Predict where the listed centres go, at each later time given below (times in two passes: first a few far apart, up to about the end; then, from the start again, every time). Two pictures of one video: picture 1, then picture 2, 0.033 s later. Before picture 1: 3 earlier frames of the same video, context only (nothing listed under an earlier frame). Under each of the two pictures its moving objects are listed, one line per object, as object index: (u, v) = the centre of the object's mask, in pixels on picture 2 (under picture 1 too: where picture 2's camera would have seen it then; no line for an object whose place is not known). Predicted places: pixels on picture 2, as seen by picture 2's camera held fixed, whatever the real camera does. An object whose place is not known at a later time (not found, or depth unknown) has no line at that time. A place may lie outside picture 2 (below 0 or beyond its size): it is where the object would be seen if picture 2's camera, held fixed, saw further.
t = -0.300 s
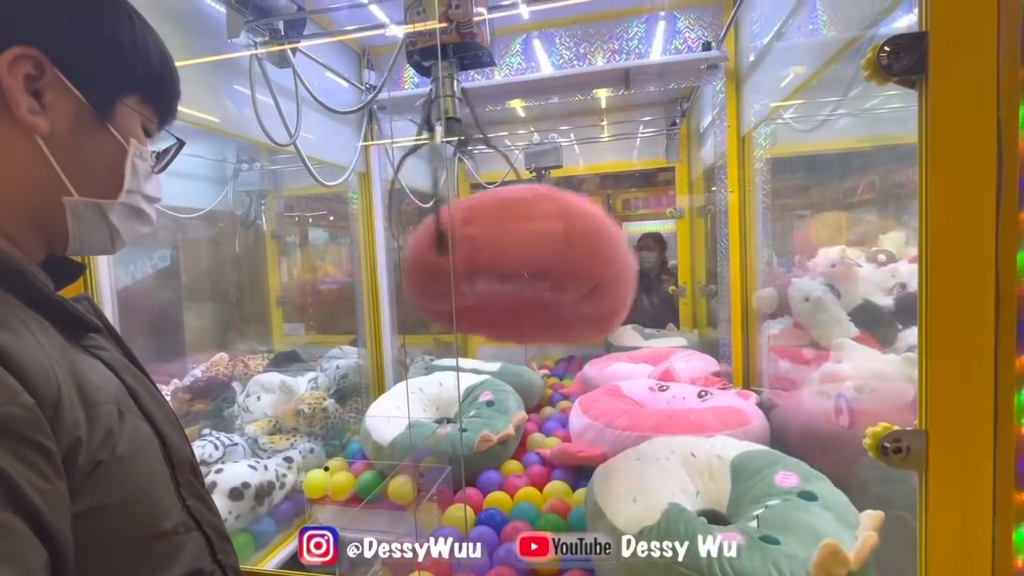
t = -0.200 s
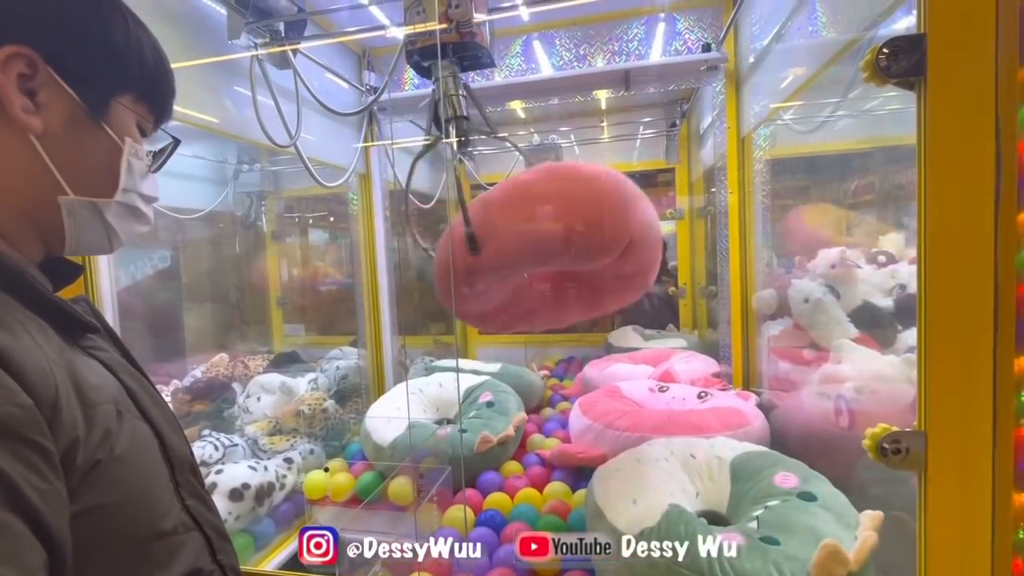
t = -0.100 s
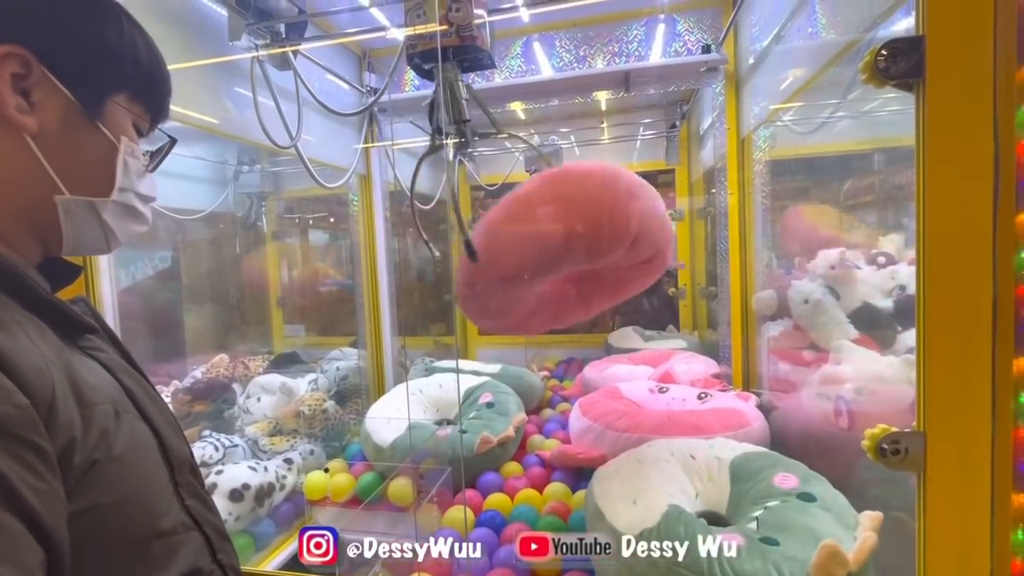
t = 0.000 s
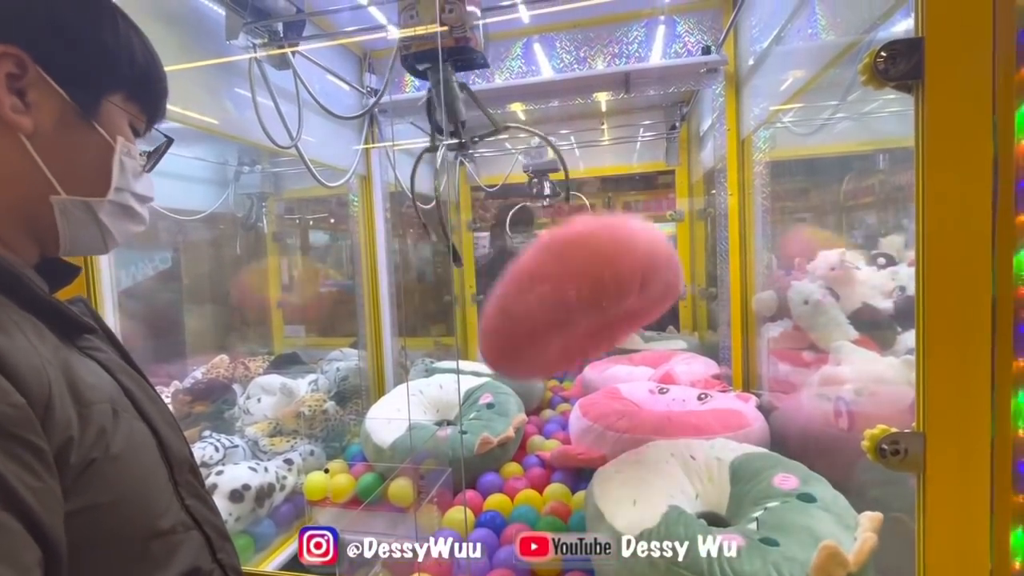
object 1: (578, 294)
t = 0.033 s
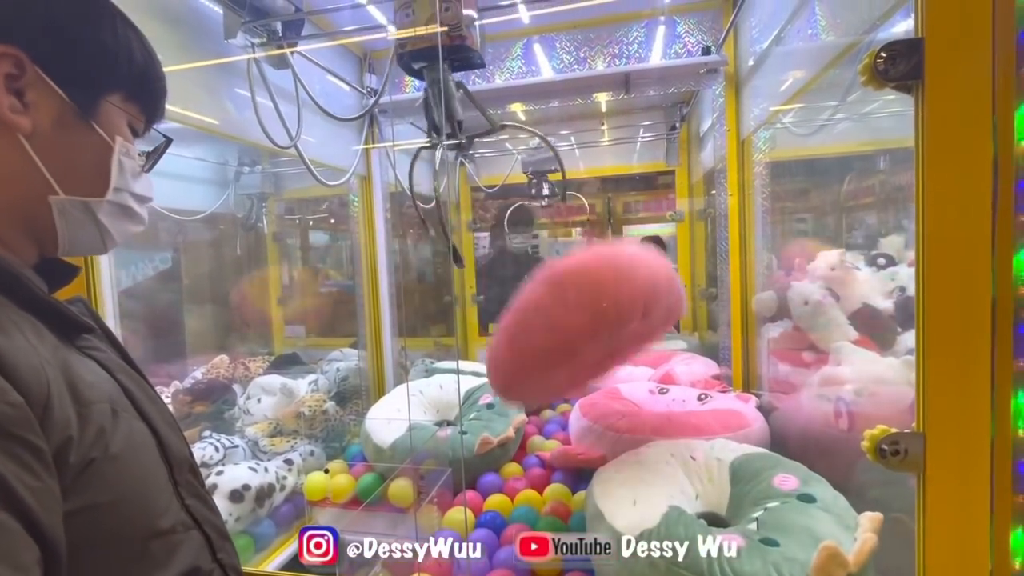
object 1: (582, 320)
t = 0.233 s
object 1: (602, 429)
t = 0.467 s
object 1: (600, 438)
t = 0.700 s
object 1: (596, 434)
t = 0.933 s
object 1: (594, 435)
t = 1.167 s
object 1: (594, 435)
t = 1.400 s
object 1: (593, 435)
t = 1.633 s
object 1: (594, 435)
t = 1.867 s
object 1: (594, 435)
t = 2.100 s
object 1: (594, 435)
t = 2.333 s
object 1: (594, 435)
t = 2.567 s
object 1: (594, 434)
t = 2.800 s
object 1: (594, 434)
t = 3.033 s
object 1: (594, 434)
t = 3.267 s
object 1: (594, 434)
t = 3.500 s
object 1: (594, 434)
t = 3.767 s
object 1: (595, 433)
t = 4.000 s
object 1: (596, 433)
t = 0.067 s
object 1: (588, 346)
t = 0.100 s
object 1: (593, 378)
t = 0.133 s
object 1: (600, 406)
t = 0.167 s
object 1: (604, 440)
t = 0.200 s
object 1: (604, 437)
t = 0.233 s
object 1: (602, 429)
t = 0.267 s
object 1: (601, 422)
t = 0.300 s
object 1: (600, 416)
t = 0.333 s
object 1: (599, 416)
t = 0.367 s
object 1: (599, 418)
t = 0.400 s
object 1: (599, 425)
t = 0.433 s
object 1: (601, 432)
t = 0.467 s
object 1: (600, 438)
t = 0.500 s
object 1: (600, 439)
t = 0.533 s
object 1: (600, 437)
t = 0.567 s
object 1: (599, 434)
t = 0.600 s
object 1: (598, 432)
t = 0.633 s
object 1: (597, 432)
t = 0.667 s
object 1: (597, 433)
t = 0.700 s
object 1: (596, 434)
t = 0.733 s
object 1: (596, 434)
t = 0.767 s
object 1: (595, 434)
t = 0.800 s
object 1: (595, 434)
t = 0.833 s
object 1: (594, 435)
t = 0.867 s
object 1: (594, 435)
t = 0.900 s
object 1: (594, 435)
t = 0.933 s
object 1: (594, 435)
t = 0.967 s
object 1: (593, 435)
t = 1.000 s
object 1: (593, 435)
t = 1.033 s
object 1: (593, 435)
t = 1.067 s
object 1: (593, 435)
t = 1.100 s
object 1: (594, 435)
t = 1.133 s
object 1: (594, 435)
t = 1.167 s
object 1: (594, 435)
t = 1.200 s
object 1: (594, 435)
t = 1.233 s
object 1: (594, 435)
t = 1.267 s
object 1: (594, 435)
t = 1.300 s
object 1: (594, 435)
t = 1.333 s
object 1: (594, 435)
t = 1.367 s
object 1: (594, 435)
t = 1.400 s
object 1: (593, 435)
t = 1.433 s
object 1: (593, 435)
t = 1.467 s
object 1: (593, 435)
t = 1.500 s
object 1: (593, 435)
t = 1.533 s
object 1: (593, 435)
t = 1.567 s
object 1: (593, 435)
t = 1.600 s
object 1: (593, 435)
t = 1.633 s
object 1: (594, 435)
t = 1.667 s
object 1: (594, 435)
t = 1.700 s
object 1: (594, 435)
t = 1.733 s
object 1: (594, 435)
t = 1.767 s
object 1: (594, 435)
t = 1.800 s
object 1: (594, 435)
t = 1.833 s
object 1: (594, 435)
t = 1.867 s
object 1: (594, 435)
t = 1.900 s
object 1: (594, 435)
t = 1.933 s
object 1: (594, 435)
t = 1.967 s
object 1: (594, 435)
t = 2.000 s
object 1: (594, 435)
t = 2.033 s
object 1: (594, 435)
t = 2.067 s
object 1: (594, 435)
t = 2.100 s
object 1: (594, 435)
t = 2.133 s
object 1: (594, 435)
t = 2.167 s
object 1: (594, 435)
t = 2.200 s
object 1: (594, 435)
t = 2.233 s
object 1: (594, 435)
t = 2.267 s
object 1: (594, 435)
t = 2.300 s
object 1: (594, 435)
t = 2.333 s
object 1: (594, 435)
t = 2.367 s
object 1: (594, 434)
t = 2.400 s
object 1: (594, 434)
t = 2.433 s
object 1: (595, 434)
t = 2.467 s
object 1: (595, 434)
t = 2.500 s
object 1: (594, 434)
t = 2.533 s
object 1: (594, 434)
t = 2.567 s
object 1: (594, 434)
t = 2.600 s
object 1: (594, 434)
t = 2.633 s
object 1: (594, 434)
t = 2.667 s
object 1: (594, 434)
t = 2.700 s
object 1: (594, 434)
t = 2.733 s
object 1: (594, 434)
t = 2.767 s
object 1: (594, 434)
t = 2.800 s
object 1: (594, 434)
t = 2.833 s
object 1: (594, 434)
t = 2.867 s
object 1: (594, 434)
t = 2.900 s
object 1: (594, 434)
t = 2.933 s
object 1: (594, 434)
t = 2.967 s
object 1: (594, 434)
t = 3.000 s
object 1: (594, 434)
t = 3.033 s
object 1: (594, 434)
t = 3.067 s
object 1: (594, 434)
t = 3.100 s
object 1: (594, 434)
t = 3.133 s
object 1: (594, 434)
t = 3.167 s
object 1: (594, 434)
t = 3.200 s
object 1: (594, 434)
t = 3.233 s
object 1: (594, 434)
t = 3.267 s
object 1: (594, 434)
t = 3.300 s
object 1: (594, 434)
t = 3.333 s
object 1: (594, 434)
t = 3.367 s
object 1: (594, 434)
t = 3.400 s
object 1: (594, 434)
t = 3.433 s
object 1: (594, 434)
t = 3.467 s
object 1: (594, 434)
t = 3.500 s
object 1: (594, 434)
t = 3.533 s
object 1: (594, 433)
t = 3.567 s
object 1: (594, 433)
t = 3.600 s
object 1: (594, 433)
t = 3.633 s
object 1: (595, 433)
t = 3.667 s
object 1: (595, 433)
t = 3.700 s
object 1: (595, 433)
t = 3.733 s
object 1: (595, 433)
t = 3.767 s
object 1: (595, 433)
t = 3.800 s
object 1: (595, 433)
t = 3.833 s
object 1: (595, 433)
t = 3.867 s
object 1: (595, 433)
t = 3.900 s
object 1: (595, 433)
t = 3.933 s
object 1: (595, 433)
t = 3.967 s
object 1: (595, 433)
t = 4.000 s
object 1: (596, 433)
